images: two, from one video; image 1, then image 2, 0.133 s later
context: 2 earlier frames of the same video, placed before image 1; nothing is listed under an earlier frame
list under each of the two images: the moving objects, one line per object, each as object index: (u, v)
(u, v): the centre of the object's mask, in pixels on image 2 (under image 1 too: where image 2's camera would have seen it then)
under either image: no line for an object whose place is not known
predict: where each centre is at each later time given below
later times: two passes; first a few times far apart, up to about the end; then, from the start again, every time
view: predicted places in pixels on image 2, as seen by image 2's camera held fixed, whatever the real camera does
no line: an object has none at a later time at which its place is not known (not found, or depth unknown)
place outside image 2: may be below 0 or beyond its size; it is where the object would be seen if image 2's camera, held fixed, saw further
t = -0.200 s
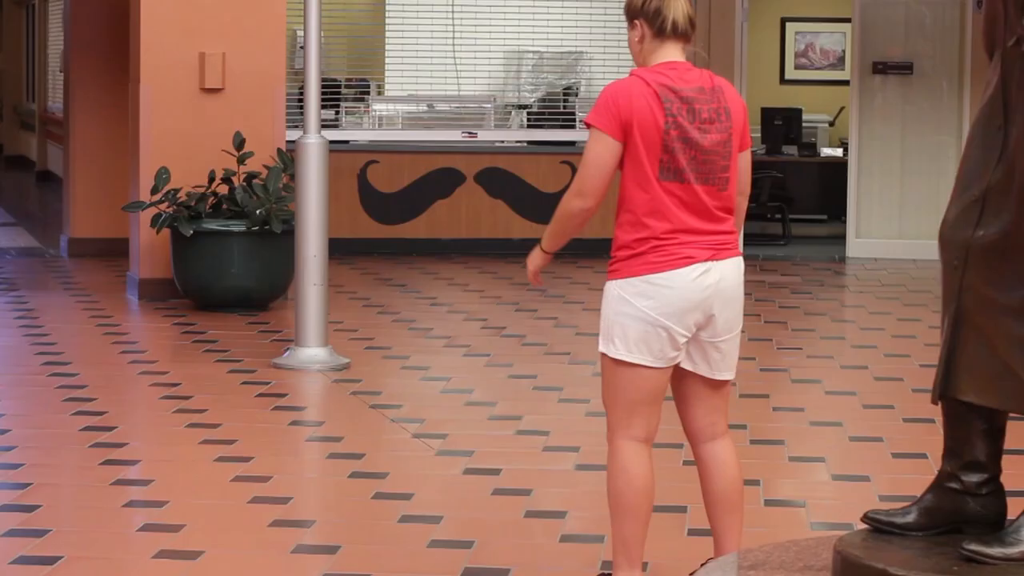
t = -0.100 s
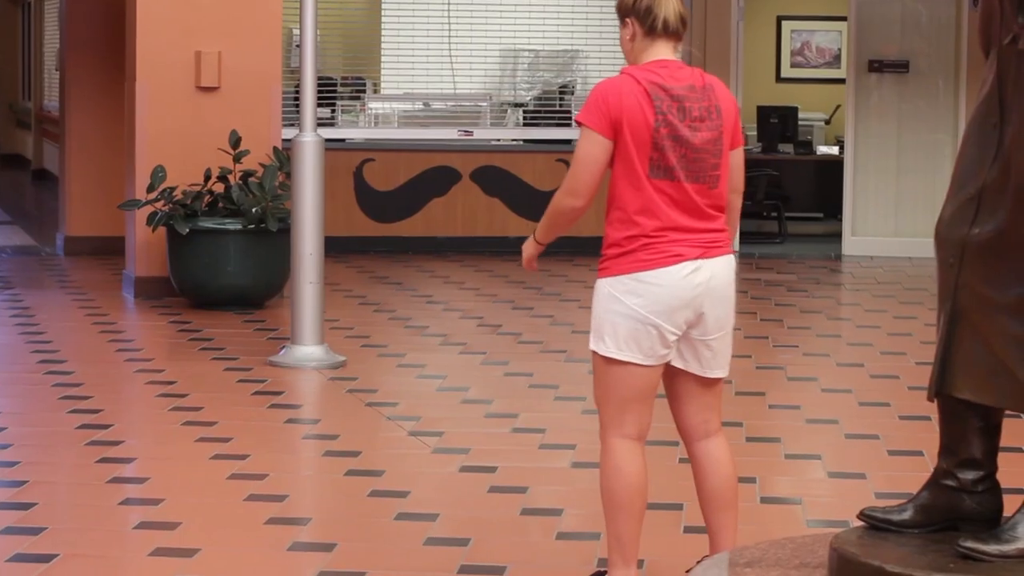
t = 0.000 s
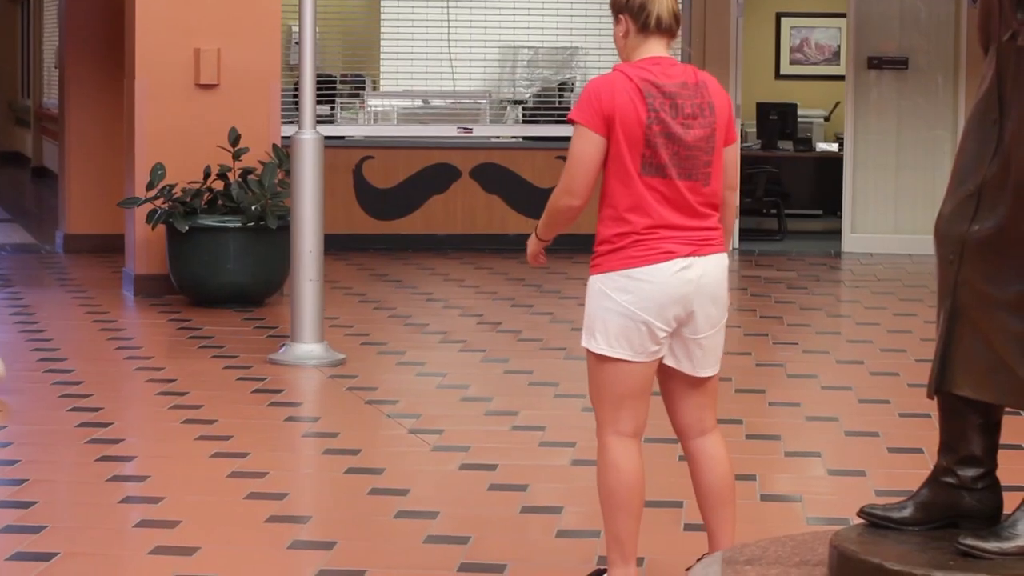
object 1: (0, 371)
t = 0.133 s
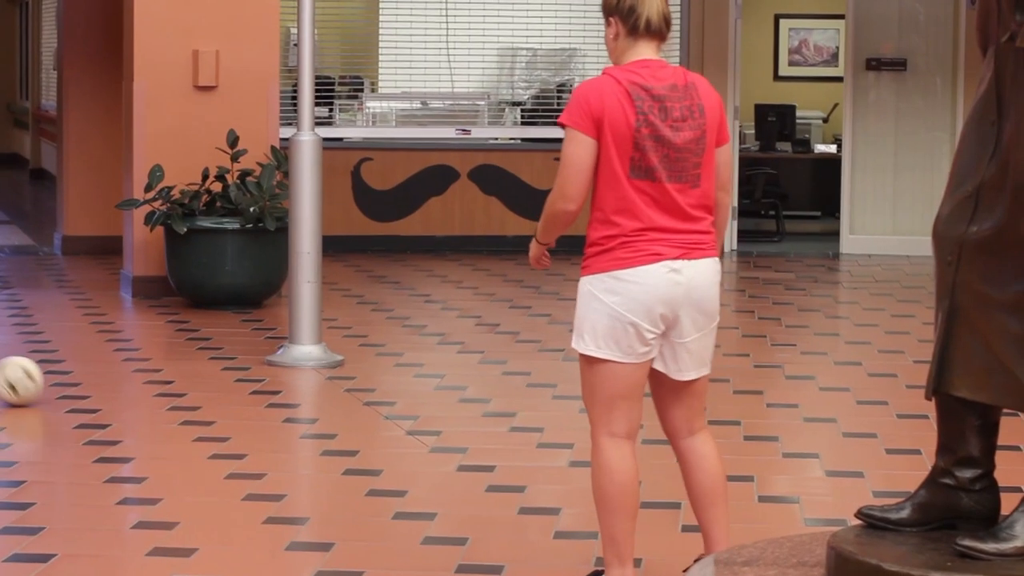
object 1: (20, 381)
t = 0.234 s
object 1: (48, 388)
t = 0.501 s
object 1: (135, 408)
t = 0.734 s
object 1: (218, 429)
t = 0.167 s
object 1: (28, 382)
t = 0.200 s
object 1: (38, 385)
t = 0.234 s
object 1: (48, 388)
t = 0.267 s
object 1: (59, 390)
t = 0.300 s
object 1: (70, 393)
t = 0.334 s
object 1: (81, 395)
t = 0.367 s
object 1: (92, 398)
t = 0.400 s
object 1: (102, 401)
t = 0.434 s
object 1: (113, 403)
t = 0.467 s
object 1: (124, 407)
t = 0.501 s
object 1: (135, 408)
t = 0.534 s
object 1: (147, 412)
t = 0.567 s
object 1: (158, 413)
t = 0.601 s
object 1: (170, 416)
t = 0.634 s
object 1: (181, 420)
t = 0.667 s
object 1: (193, 422)
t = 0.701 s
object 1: (205, 426)
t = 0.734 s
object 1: (218, 429)
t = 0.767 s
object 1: (230, 433)
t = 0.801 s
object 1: (243, 435)
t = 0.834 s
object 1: (256, 438)
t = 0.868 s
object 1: (269, 440)
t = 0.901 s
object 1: (282, 444)
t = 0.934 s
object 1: (294, 447)
